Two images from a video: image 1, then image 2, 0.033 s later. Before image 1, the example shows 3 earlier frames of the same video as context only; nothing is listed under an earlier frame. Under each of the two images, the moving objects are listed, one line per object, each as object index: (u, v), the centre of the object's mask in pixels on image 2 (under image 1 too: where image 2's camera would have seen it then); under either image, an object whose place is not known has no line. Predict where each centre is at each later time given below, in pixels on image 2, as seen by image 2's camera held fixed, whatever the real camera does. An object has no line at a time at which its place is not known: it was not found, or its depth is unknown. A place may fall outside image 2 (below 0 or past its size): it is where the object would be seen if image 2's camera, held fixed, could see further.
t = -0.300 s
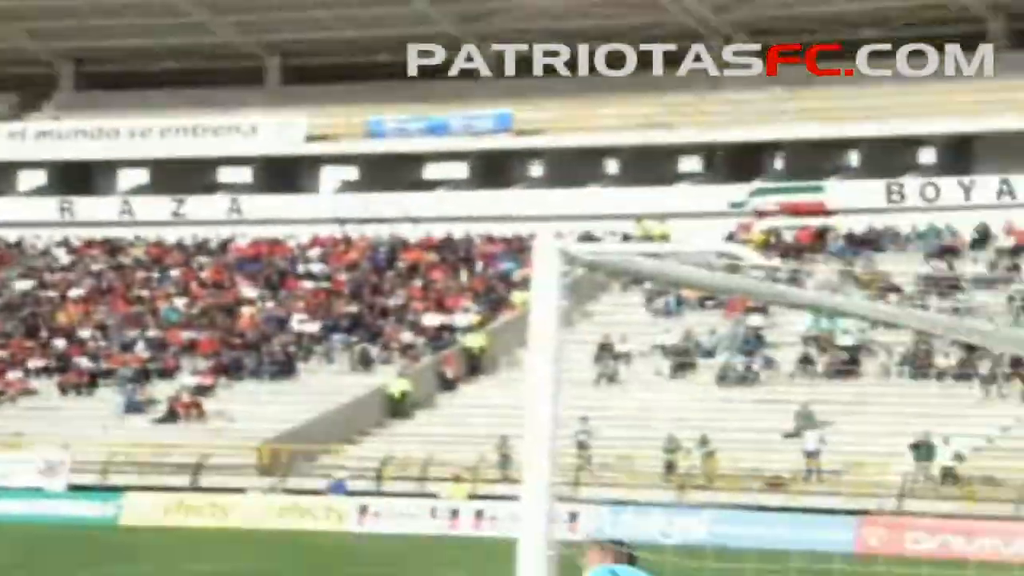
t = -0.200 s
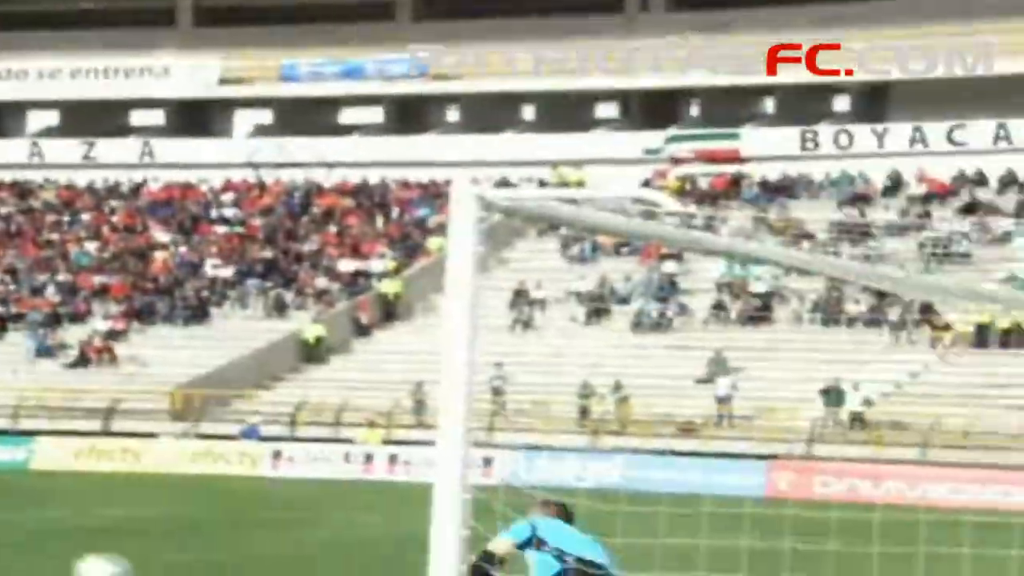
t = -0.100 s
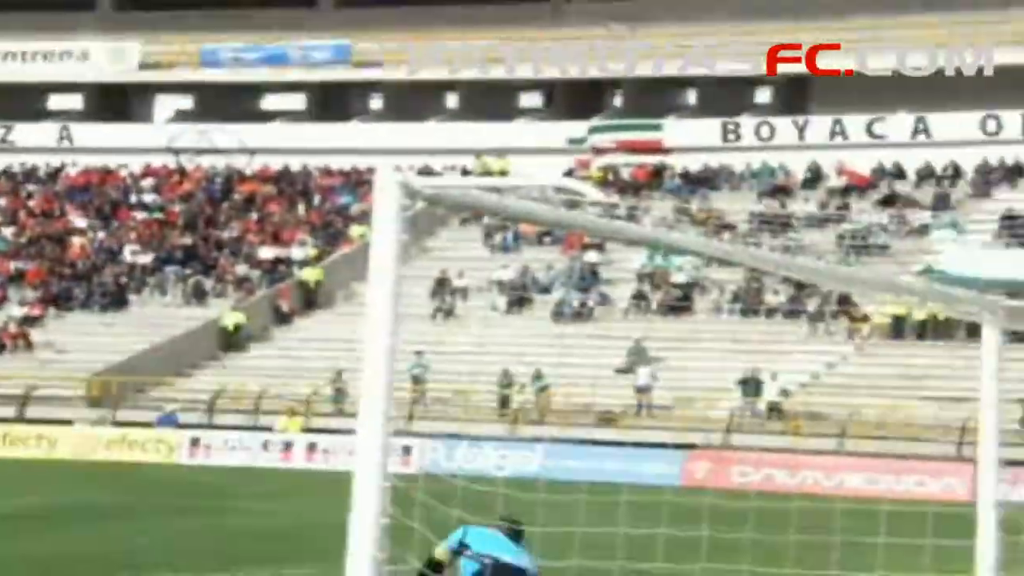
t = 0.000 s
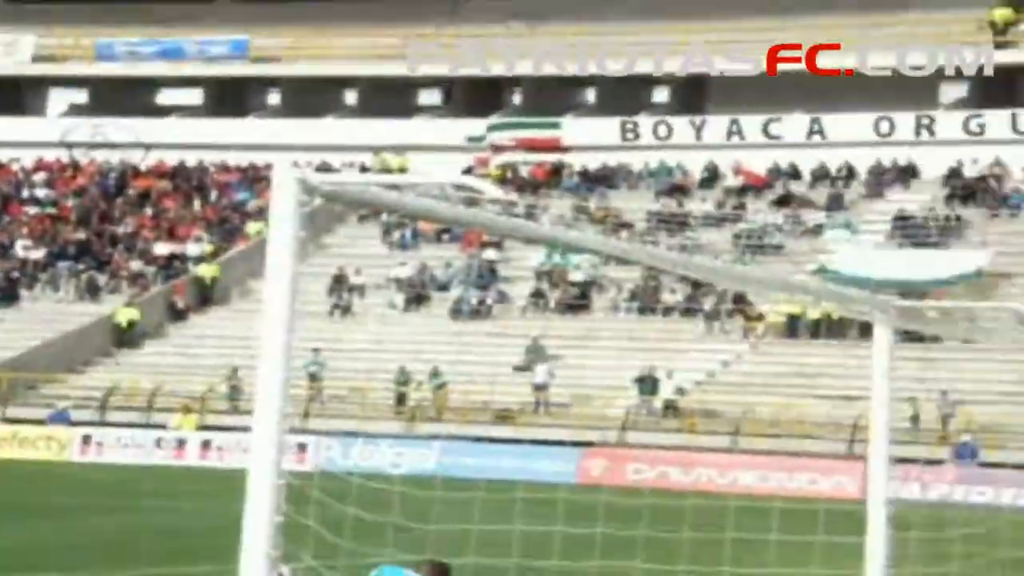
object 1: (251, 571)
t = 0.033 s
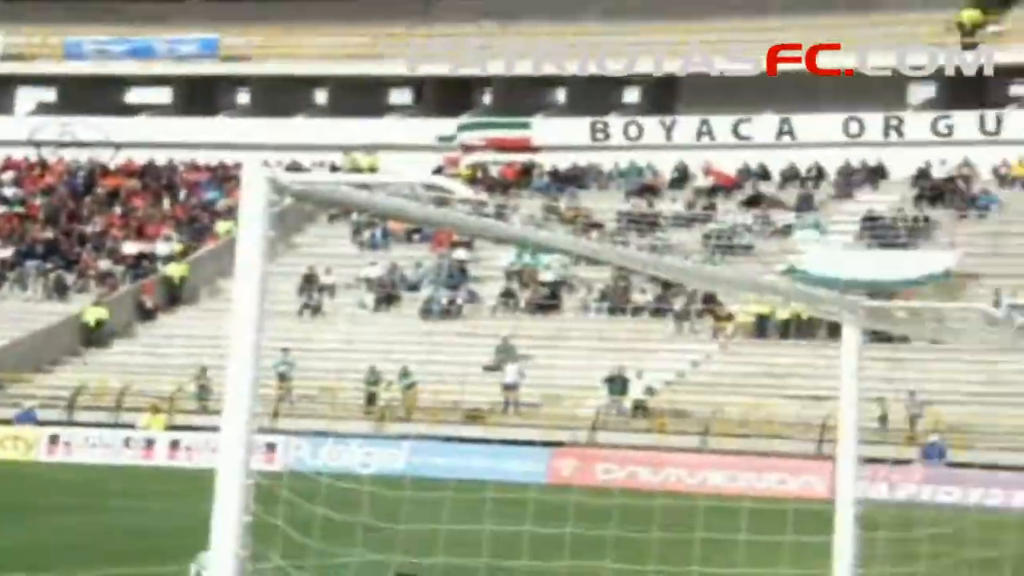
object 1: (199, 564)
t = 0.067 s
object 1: (189, 557)
